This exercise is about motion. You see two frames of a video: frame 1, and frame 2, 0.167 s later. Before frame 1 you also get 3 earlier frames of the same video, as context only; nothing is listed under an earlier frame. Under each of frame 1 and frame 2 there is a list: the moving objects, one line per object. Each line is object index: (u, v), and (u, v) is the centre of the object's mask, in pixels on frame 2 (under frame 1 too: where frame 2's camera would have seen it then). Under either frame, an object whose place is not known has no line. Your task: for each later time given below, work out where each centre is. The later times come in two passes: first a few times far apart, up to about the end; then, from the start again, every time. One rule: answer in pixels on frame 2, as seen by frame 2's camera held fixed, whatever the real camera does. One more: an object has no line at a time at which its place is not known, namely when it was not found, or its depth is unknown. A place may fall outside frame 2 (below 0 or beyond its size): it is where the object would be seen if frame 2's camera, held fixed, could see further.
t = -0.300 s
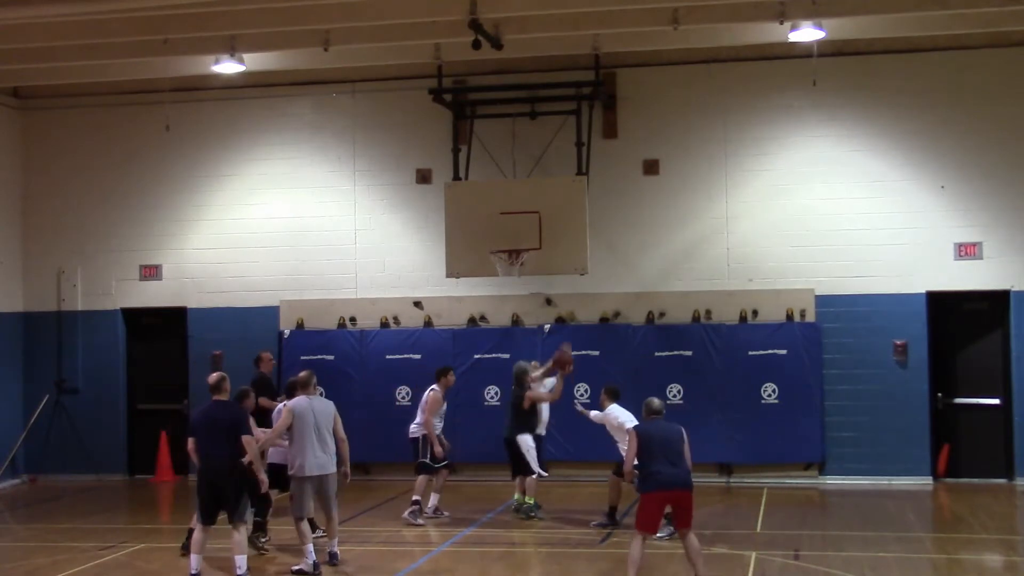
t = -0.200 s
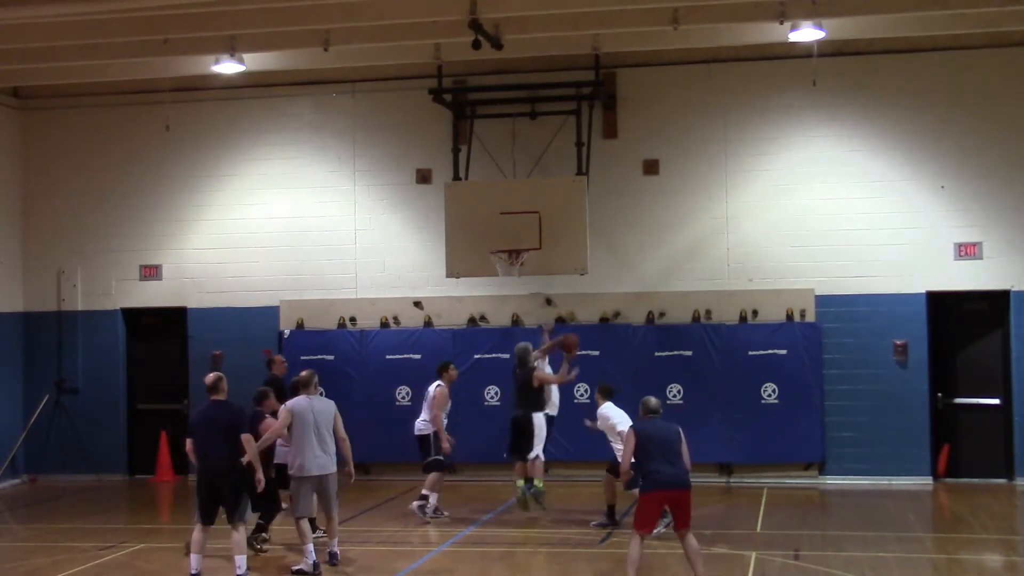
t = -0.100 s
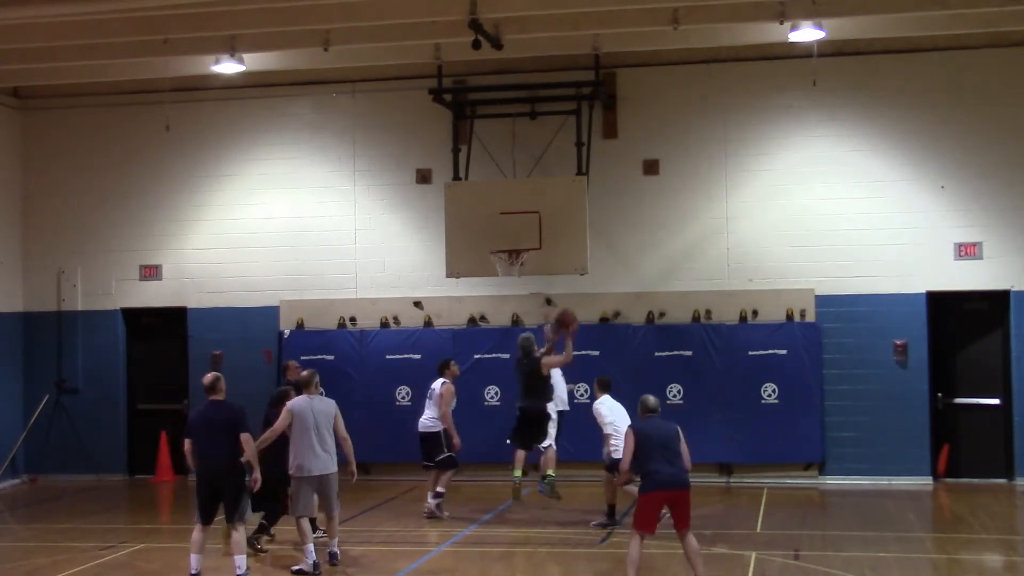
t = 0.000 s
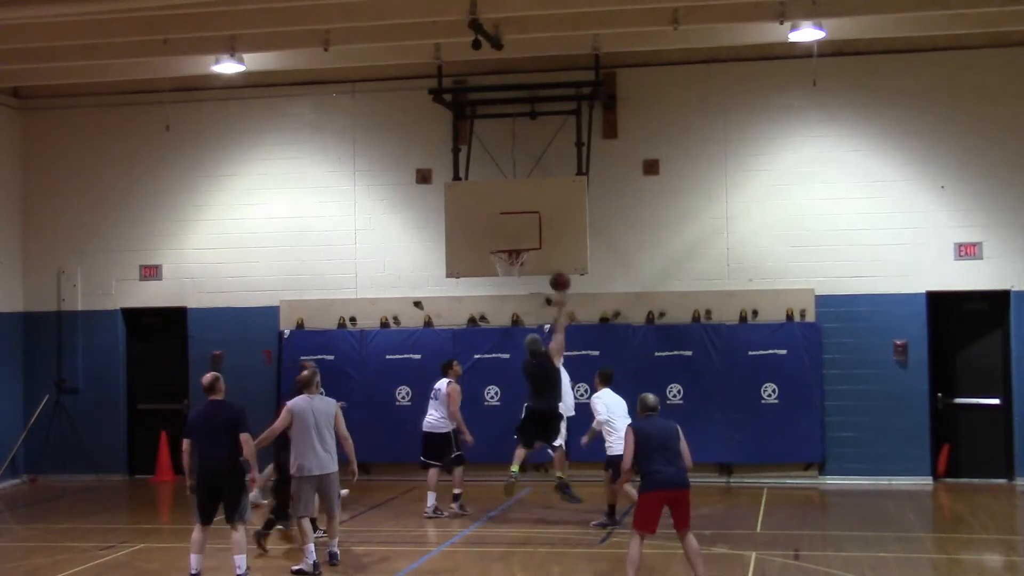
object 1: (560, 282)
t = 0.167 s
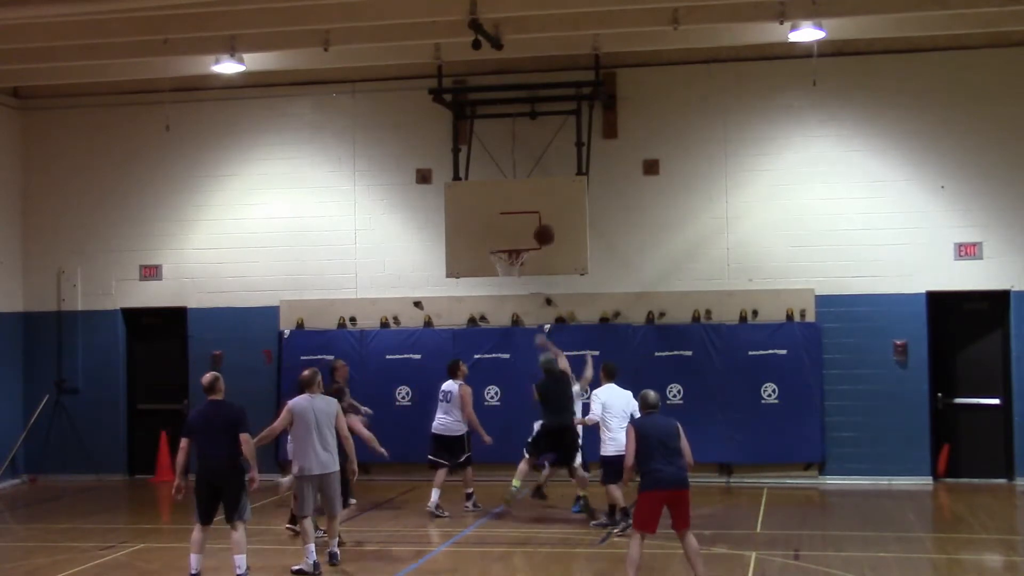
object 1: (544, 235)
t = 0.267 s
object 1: (535, 219)
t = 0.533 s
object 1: (513, 218)
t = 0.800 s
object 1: (517, 245)
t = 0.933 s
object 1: (514, 237)
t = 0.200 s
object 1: (541, 229)
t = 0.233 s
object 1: (538, 223)
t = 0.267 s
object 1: (535, 219)
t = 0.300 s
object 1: (532, 215)
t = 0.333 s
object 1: (530, 213)
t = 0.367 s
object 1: (527, 211)
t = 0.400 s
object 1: (524, 211)
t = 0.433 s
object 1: (521, 211)
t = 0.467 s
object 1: (518, 212)
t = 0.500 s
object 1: (516, 215)
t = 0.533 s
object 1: (513, 218)
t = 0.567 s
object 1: (510, 222)
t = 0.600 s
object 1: (508, 227)
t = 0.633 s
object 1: (505, 232)
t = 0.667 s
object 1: (503, 238)
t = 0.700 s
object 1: (501, 246)
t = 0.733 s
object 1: (505, 246)
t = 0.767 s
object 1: (511, 246)
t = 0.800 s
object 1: (517, 245)
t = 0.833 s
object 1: (518, 245)
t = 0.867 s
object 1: (517, 241)
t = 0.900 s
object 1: (516, 239)
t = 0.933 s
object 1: (514, 237)
